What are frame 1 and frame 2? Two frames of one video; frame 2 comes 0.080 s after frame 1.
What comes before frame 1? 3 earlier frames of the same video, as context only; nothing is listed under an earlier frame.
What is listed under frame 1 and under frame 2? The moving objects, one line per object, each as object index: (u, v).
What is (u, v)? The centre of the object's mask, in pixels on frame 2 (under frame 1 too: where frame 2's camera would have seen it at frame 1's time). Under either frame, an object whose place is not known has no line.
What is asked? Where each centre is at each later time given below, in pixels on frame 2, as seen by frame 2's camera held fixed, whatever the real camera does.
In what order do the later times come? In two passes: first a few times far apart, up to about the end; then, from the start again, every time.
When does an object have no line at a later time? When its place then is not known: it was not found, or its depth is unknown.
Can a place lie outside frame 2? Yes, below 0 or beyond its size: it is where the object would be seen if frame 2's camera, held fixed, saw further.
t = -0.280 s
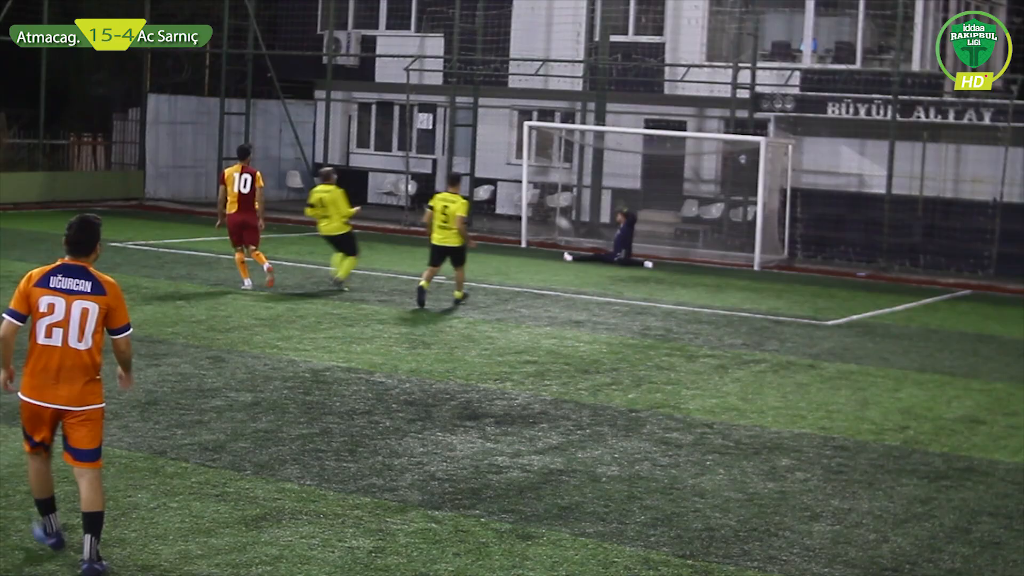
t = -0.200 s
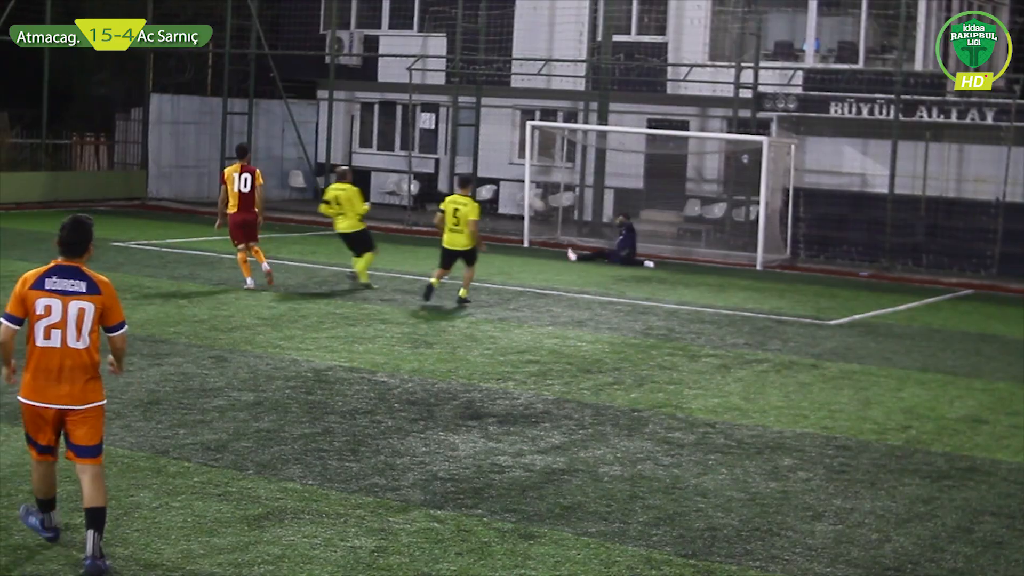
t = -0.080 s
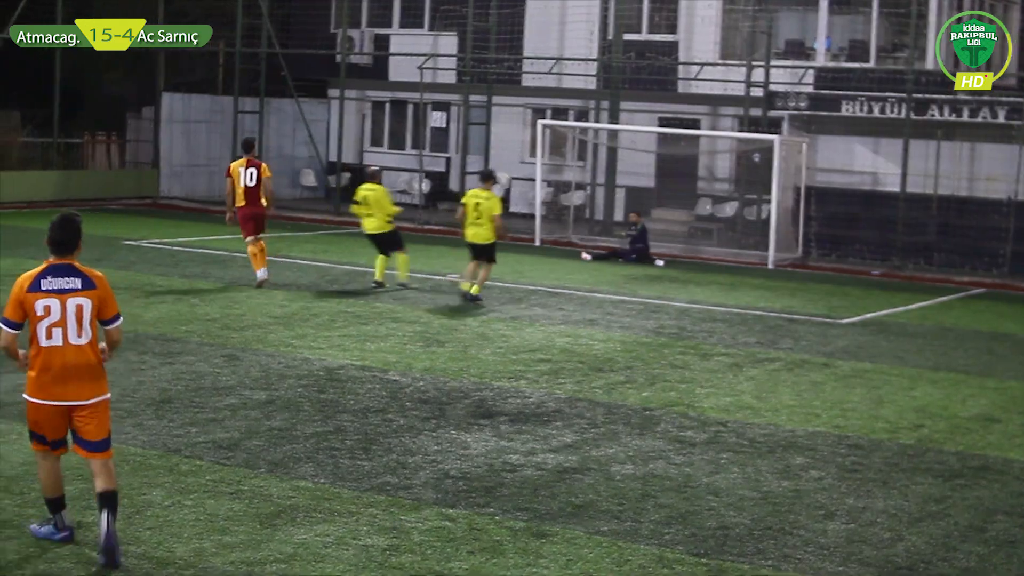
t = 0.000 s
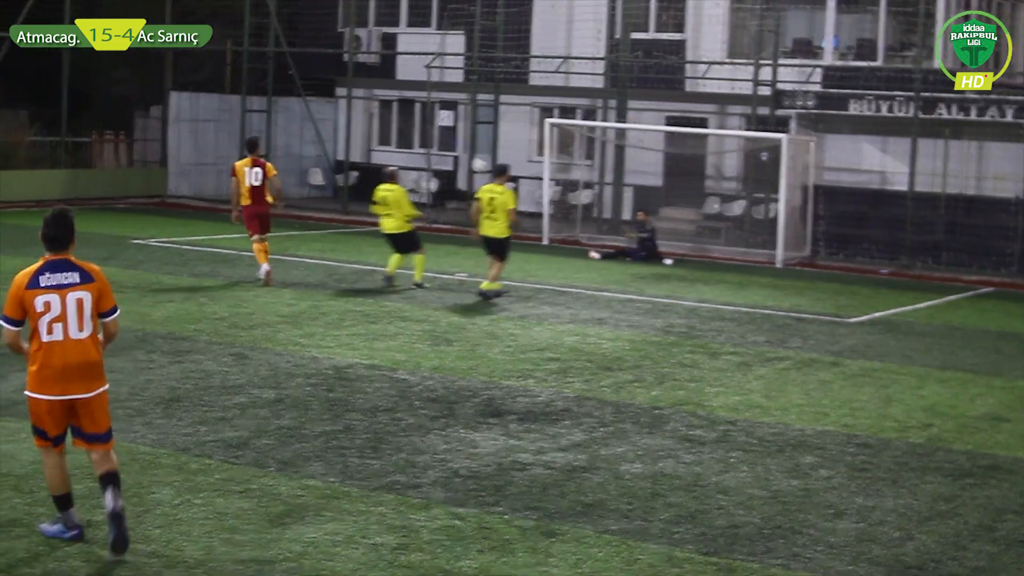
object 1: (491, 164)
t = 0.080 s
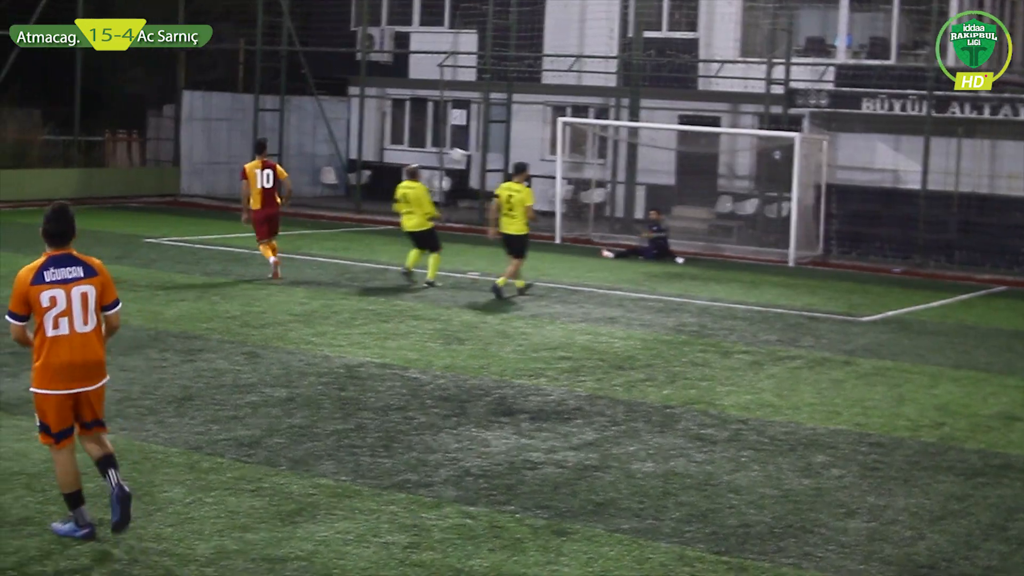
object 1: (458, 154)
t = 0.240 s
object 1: (388, 144)
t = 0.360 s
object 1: (331, 145)
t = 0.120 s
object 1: (440, 151)
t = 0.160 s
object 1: (424, 147)
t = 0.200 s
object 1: (406, 145)
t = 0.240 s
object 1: (388, 144)
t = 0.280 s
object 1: (369, 144)
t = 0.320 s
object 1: (350, 144)
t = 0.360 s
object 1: (331, 145)
